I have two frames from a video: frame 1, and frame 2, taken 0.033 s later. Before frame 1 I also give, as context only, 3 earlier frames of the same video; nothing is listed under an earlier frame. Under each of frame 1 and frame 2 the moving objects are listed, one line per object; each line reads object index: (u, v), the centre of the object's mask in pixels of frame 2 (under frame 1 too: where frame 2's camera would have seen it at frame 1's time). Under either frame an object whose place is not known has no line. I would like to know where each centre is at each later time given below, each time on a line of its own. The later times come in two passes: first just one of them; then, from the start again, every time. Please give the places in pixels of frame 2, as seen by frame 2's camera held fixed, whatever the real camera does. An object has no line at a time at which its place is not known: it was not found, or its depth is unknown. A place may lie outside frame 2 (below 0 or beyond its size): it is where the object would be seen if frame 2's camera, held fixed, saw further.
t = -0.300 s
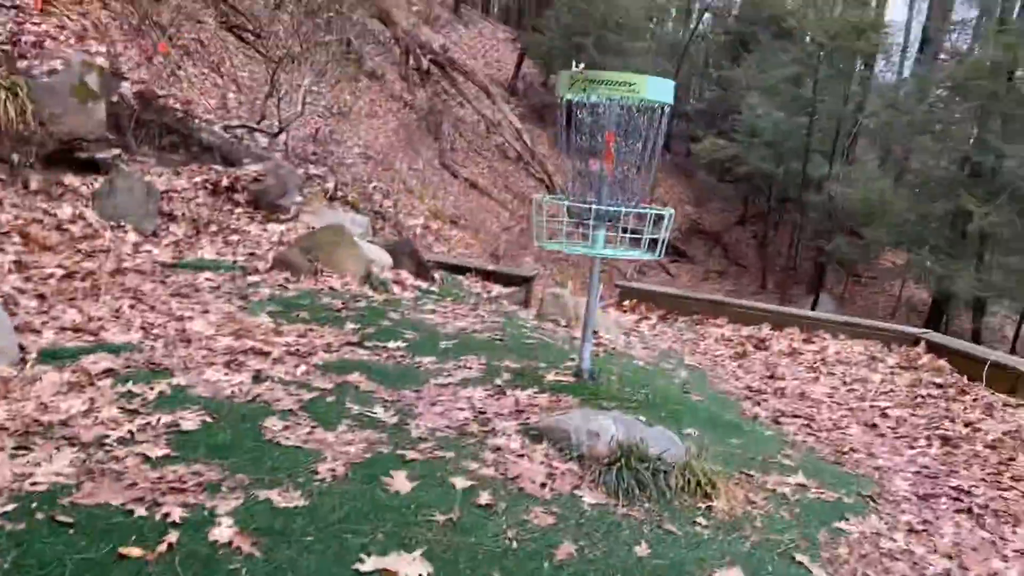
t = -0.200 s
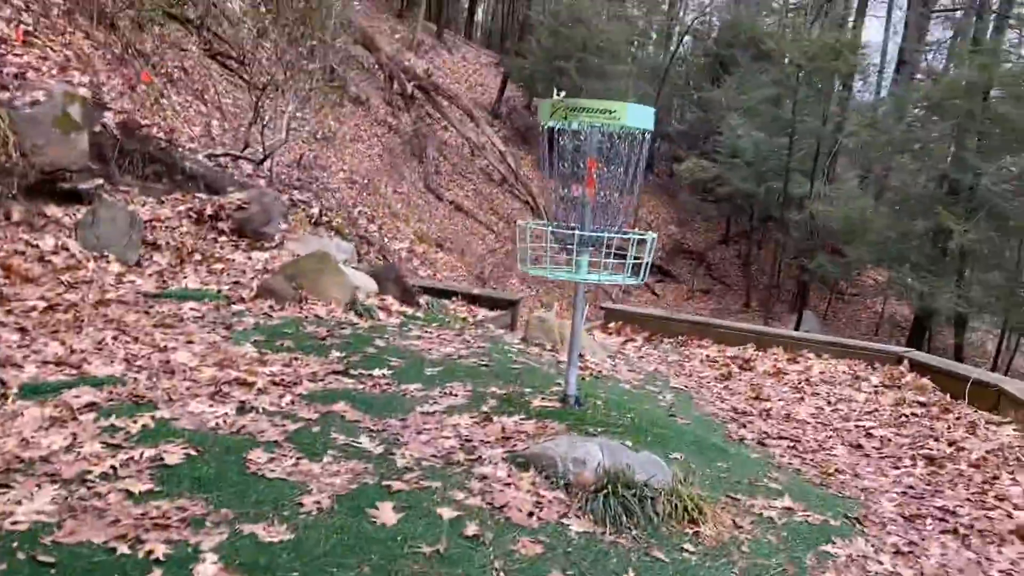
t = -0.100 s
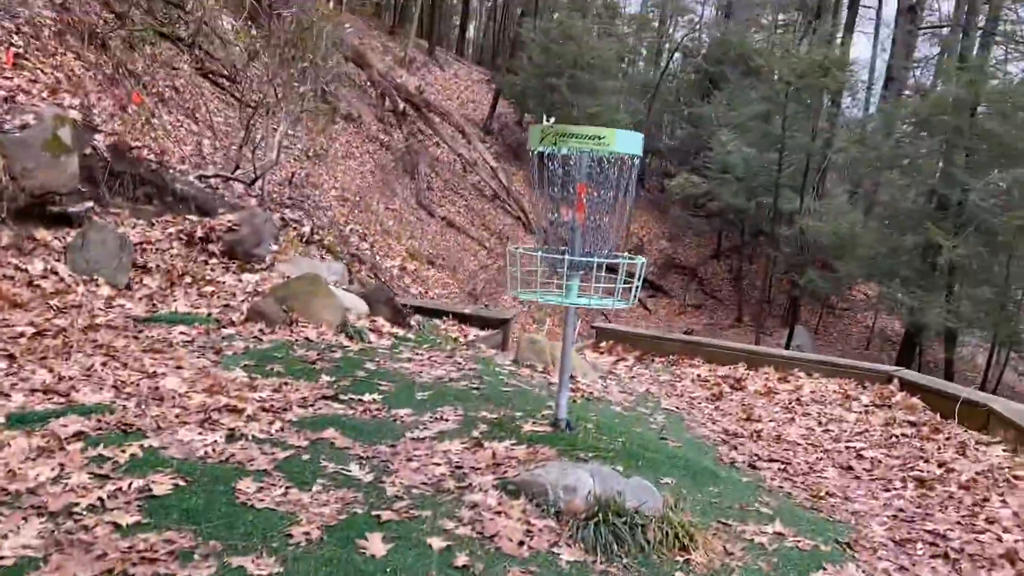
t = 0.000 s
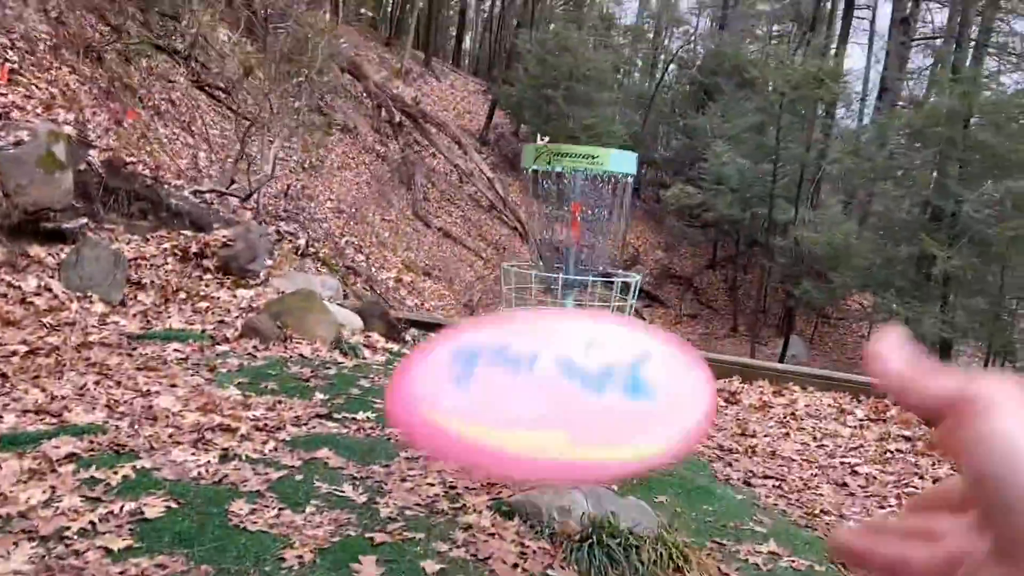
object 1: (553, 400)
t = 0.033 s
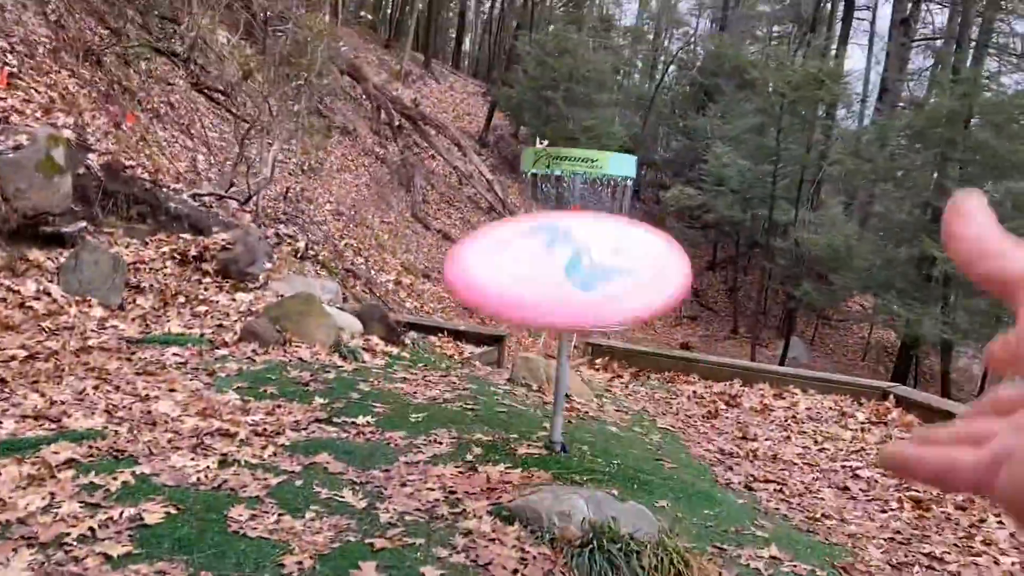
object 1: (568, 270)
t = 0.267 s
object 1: (598, 120)
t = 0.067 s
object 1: (579, 200)
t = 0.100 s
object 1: (586, 158)
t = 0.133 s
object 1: (591, 134)
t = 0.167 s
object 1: (594, 121)
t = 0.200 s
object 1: (597, 115)
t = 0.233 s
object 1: (599, 116)
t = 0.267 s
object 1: (598, 120)
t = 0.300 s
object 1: (598, 127)
